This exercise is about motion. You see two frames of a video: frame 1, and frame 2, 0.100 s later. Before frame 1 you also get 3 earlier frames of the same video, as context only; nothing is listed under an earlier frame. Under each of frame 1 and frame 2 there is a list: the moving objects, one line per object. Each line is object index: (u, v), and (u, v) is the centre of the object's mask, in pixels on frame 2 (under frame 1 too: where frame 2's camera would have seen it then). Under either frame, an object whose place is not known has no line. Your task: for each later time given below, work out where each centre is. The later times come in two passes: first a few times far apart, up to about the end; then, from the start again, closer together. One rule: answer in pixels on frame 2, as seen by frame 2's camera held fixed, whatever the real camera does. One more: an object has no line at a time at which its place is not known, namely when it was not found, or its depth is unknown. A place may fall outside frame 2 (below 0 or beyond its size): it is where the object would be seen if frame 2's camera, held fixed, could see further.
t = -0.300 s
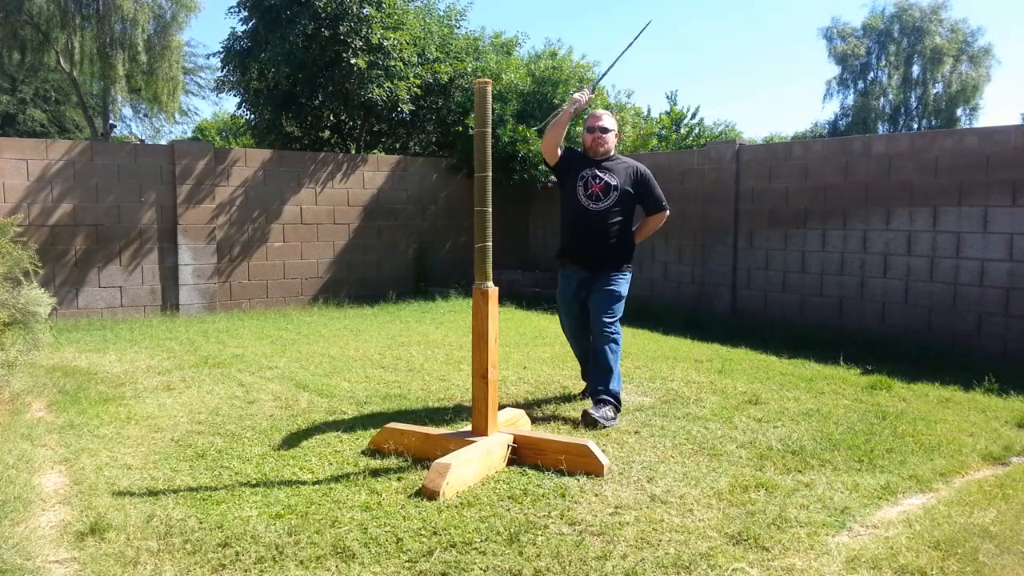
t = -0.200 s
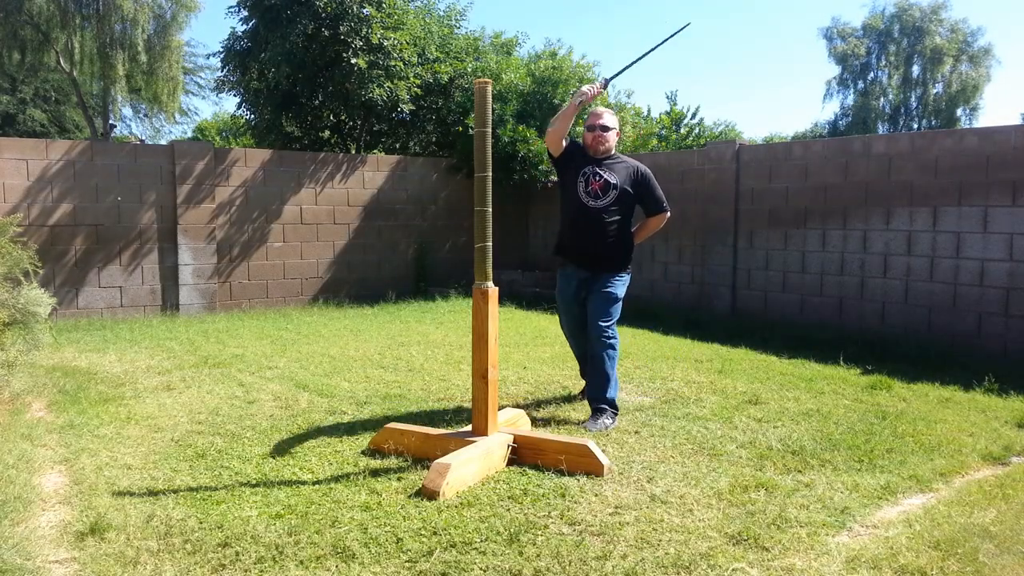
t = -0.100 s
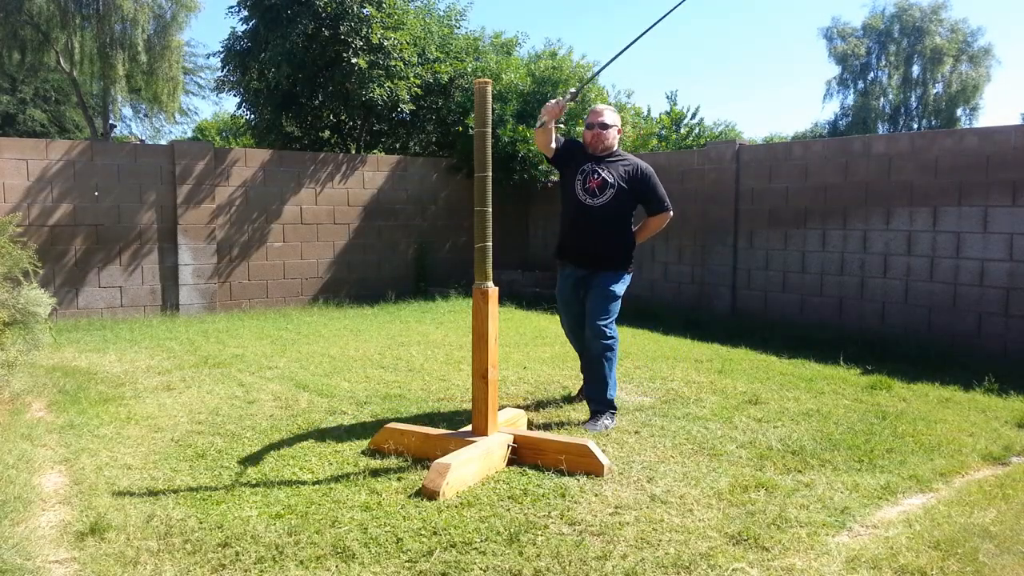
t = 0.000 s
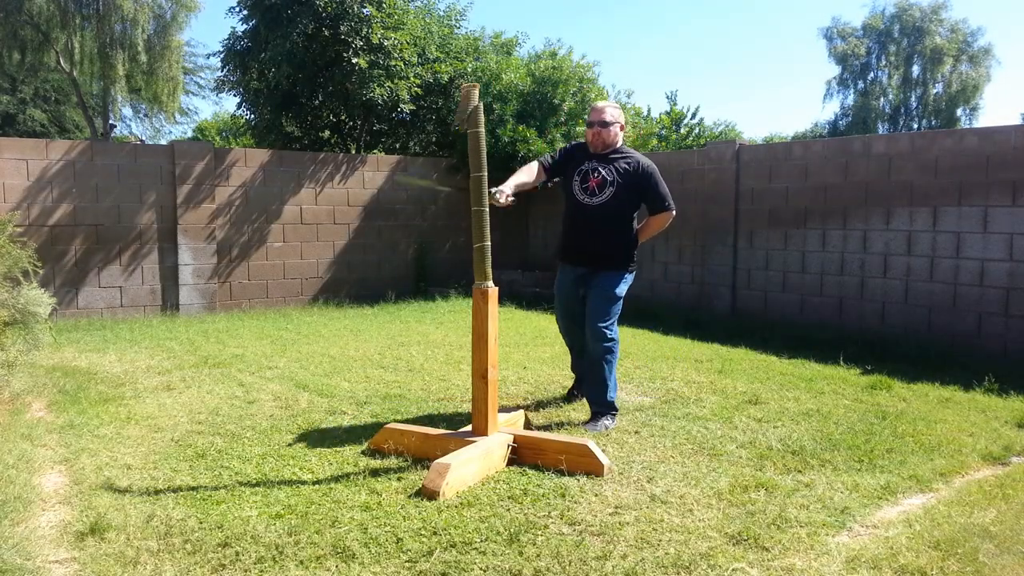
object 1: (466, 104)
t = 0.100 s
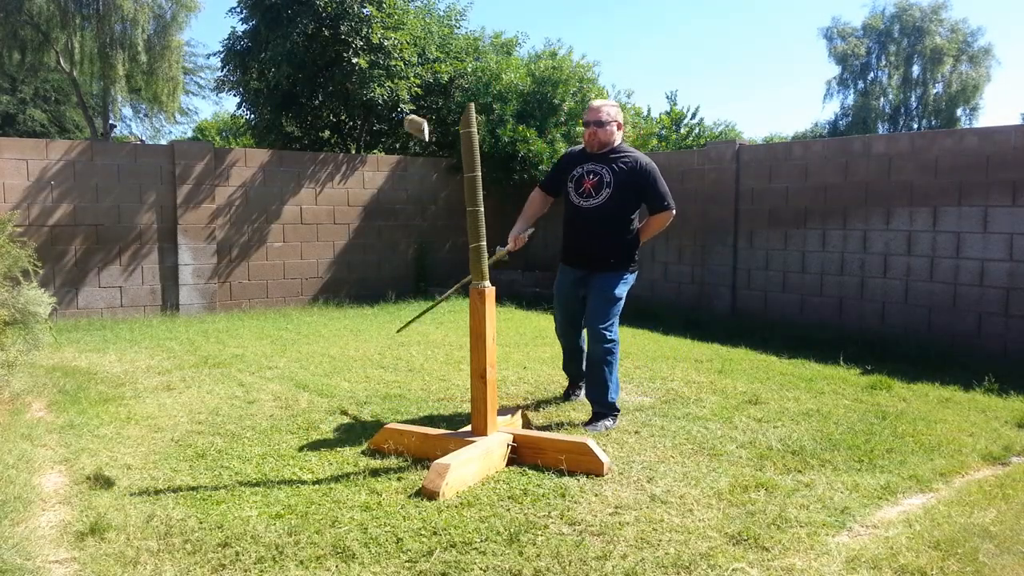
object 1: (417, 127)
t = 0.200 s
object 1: (370, 172)
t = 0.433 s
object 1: (258, 365)
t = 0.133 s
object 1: (399, 141)
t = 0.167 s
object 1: (385, 155)
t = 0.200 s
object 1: (370, 172)
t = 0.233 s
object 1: (354, 191)
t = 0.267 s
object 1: (338, 214)
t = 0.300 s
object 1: (321, 240)
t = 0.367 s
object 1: (290, 298)
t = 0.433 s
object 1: (258, 365)
